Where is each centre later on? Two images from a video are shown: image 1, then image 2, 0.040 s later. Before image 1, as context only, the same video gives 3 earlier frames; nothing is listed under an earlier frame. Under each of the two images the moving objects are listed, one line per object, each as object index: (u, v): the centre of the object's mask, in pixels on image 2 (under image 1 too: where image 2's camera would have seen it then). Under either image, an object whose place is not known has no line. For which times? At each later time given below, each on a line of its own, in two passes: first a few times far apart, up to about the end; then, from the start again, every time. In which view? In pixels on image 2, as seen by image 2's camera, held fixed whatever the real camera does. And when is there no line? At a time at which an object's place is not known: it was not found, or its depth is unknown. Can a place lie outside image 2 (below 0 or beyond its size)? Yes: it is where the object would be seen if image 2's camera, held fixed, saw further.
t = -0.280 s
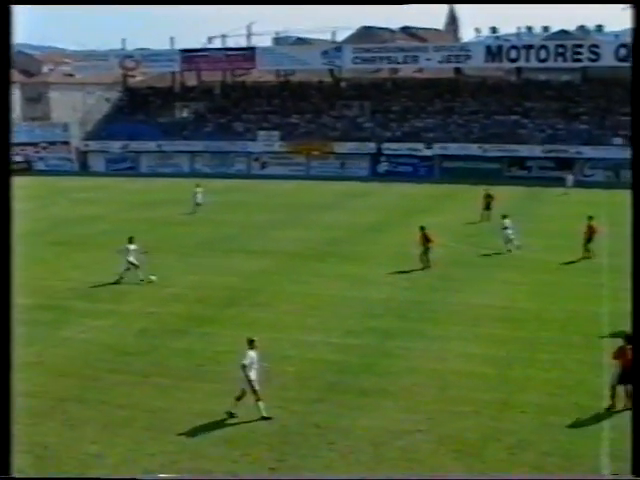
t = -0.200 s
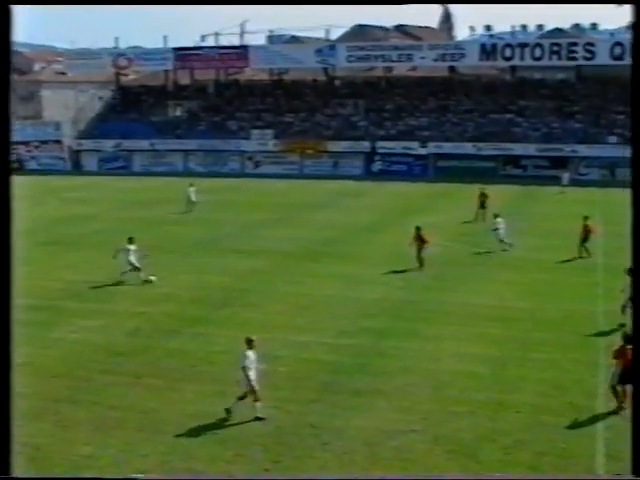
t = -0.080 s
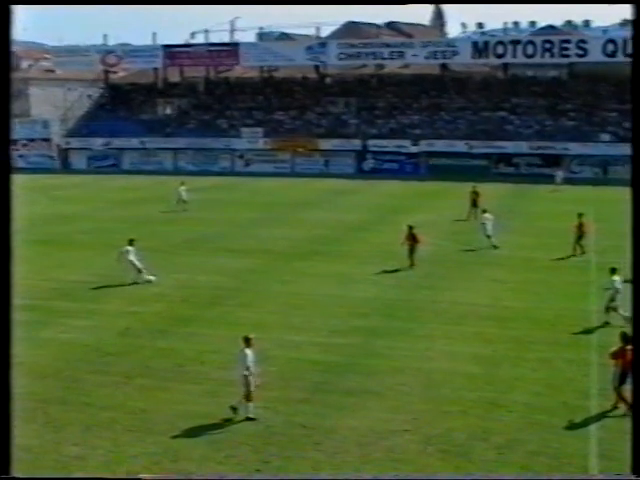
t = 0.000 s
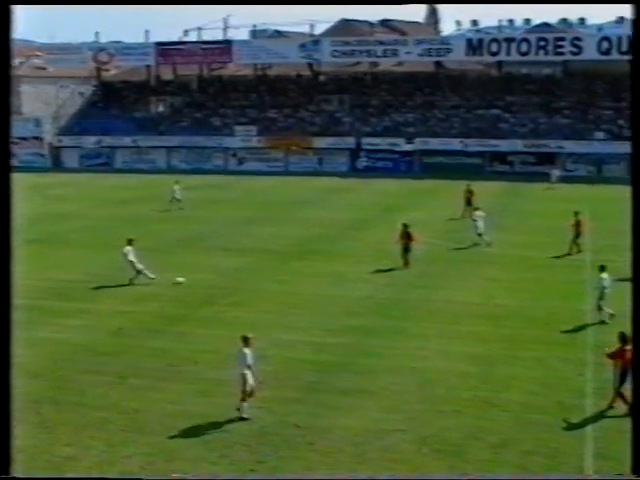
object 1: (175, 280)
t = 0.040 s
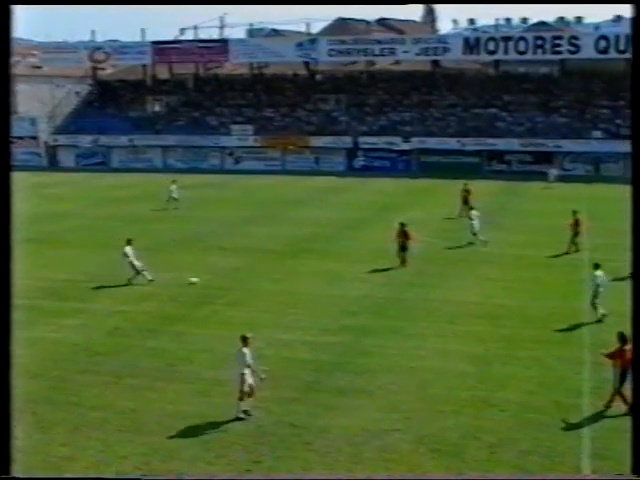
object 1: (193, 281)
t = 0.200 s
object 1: (262, 285)
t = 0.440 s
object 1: (353, 290)
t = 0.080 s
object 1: (211, 283)
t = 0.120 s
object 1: (229, 283)
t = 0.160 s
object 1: (245, 284)
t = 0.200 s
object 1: (262, 285)
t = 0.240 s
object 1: (278, 286)
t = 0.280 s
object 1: (294, 287)
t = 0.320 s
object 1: (309, 288)
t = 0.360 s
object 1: (325, 288)
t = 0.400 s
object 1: (339, 289)
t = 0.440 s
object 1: (353, 290)
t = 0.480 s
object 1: (367, 291)
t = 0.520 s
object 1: (381, 291)
